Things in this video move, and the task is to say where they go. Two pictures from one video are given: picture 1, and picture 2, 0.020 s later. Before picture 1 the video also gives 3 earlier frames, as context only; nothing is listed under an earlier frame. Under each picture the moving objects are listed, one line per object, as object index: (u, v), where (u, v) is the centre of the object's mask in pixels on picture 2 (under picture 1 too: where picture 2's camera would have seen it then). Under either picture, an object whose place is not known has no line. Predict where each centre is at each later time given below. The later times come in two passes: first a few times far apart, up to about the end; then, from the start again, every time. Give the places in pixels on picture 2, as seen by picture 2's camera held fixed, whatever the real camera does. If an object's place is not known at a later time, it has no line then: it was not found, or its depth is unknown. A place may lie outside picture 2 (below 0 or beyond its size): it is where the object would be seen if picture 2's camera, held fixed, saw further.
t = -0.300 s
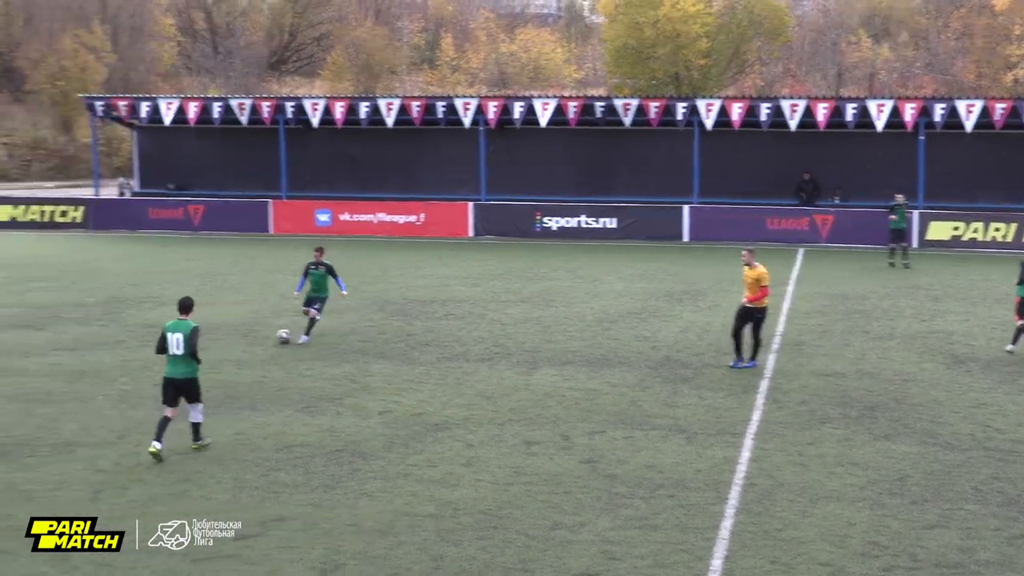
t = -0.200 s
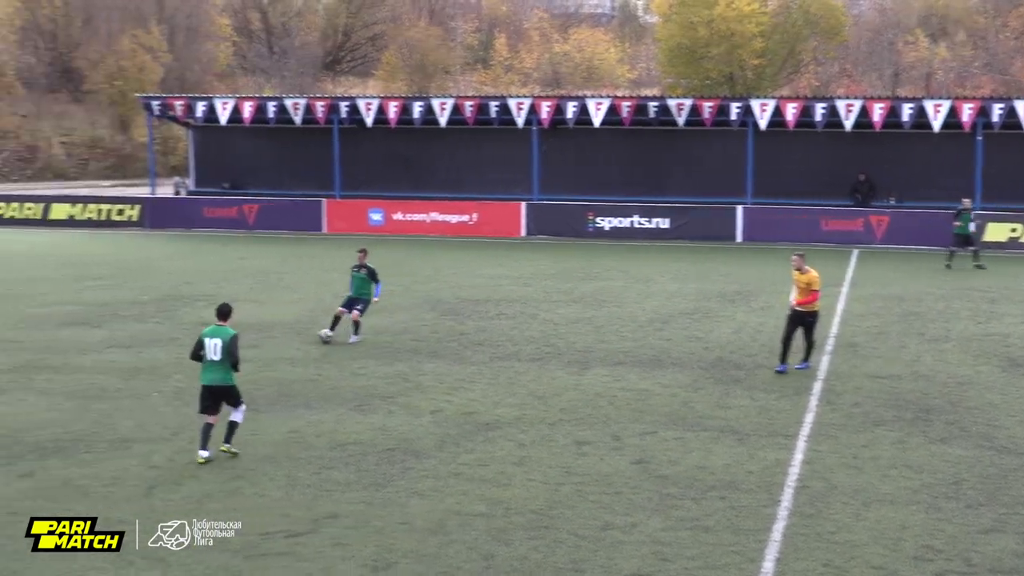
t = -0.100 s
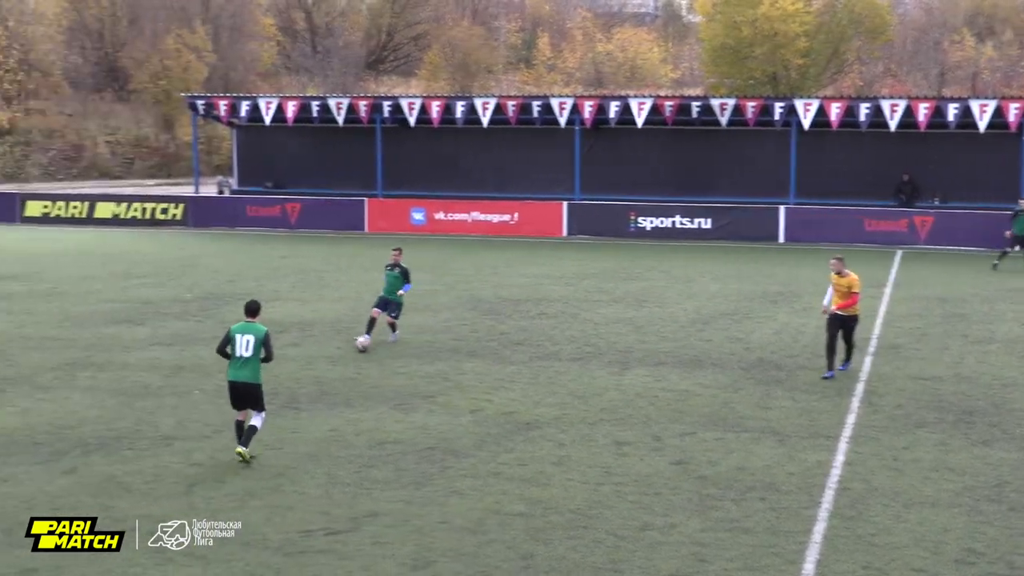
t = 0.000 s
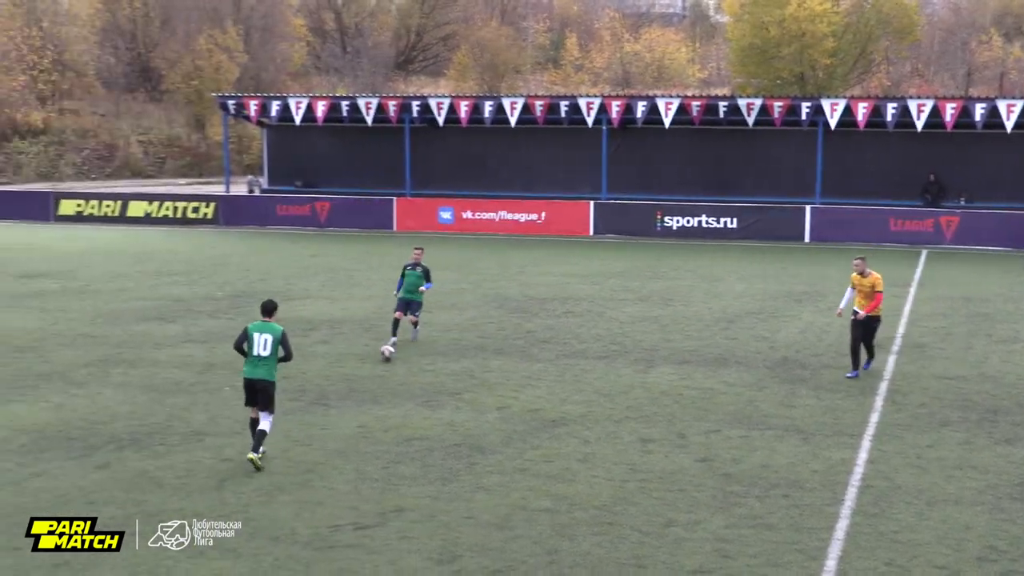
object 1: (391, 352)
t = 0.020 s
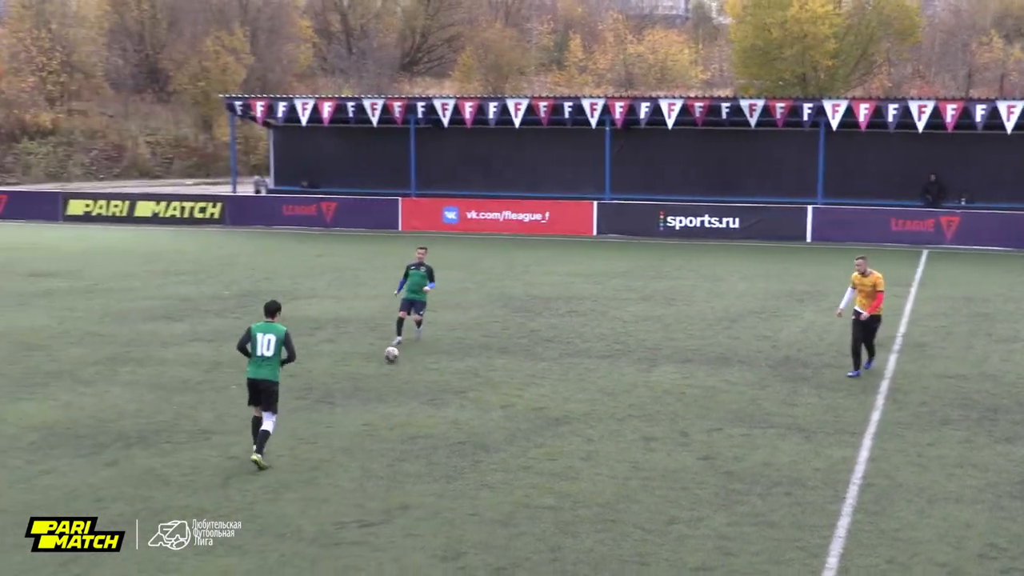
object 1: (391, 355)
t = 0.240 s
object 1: (385, 379)
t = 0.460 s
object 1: (375, 405)
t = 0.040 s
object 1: (391, 357)
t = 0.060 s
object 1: (390, 359)
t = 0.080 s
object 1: (390, 361)
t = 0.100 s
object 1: (389, 363)
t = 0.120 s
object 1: (389, 365)
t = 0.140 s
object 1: (389, 367)
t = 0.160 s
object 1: (388, 369)
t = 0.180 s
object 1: (387, 372)
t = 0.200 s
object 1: (386, 374)
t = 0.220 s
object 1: (385, 377)
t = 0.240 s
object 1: (385, 379)
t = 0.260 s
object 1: (384, 380)
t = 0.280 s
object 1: (384, 382)
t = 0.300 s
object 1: (383, 385)
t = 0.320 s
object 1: (382, 387)
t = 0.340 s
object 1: (381, 388)
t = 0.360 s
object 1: (380, 390)
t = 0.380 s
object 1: (379, 392)
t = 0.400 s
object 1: (379, 395)
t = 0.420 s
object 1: (377, 398)
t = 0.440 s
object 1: (376, 401)
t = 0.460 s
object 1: (375, 405)
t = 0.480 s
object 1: (374, 406)
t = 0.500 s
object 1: (373, 407)
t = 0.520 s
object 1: (372, 409)
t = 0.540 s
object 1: (370, 412)
